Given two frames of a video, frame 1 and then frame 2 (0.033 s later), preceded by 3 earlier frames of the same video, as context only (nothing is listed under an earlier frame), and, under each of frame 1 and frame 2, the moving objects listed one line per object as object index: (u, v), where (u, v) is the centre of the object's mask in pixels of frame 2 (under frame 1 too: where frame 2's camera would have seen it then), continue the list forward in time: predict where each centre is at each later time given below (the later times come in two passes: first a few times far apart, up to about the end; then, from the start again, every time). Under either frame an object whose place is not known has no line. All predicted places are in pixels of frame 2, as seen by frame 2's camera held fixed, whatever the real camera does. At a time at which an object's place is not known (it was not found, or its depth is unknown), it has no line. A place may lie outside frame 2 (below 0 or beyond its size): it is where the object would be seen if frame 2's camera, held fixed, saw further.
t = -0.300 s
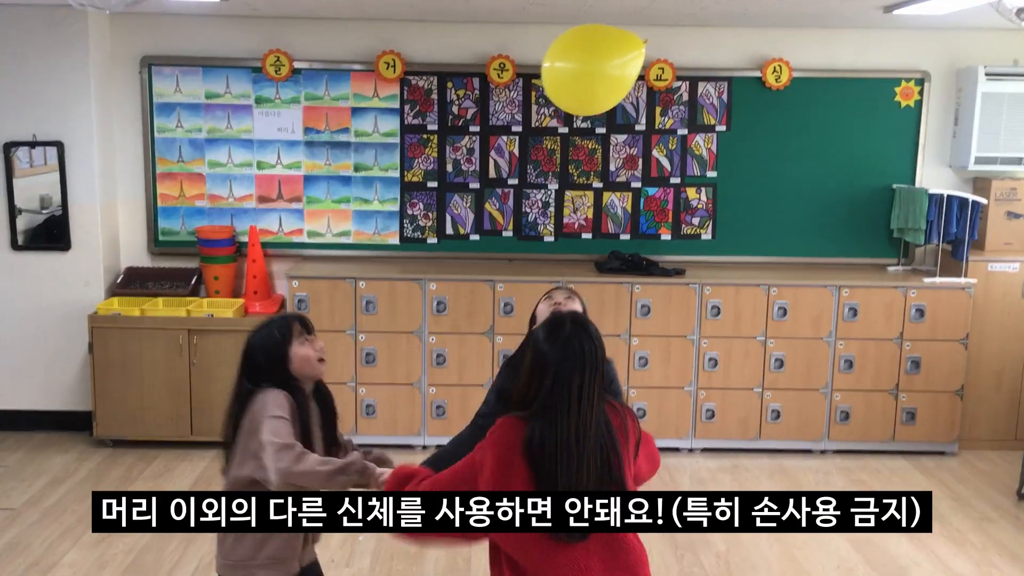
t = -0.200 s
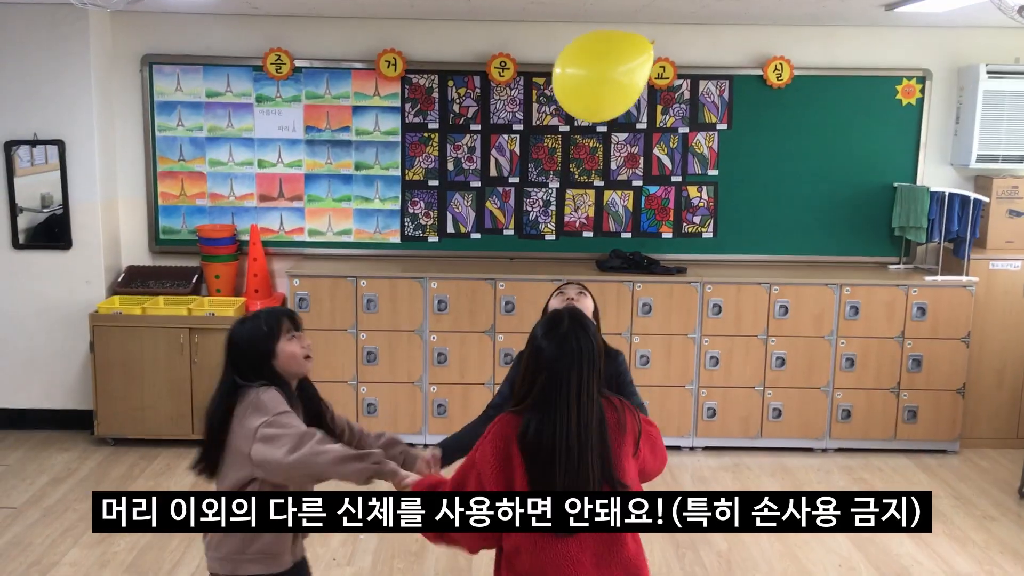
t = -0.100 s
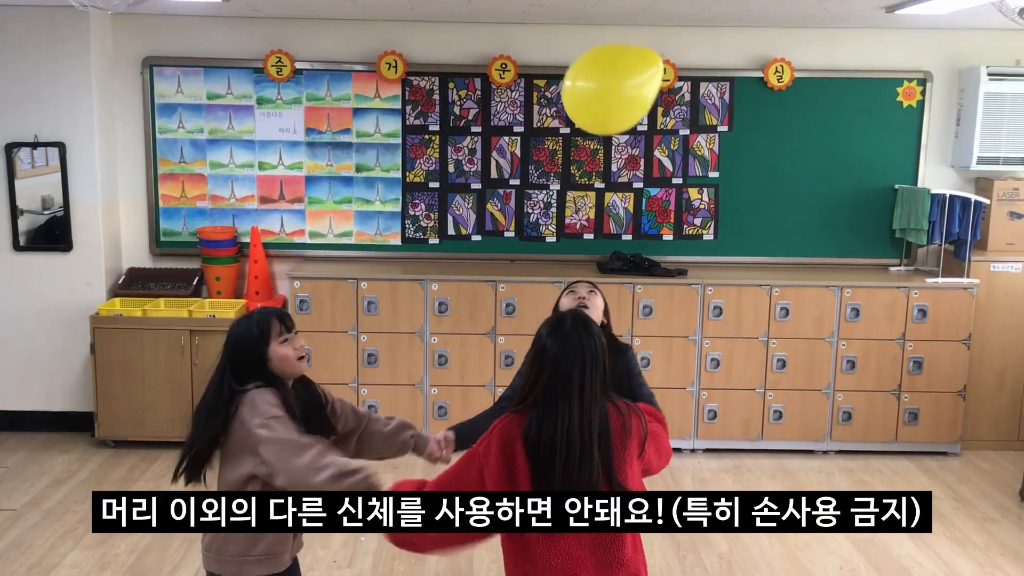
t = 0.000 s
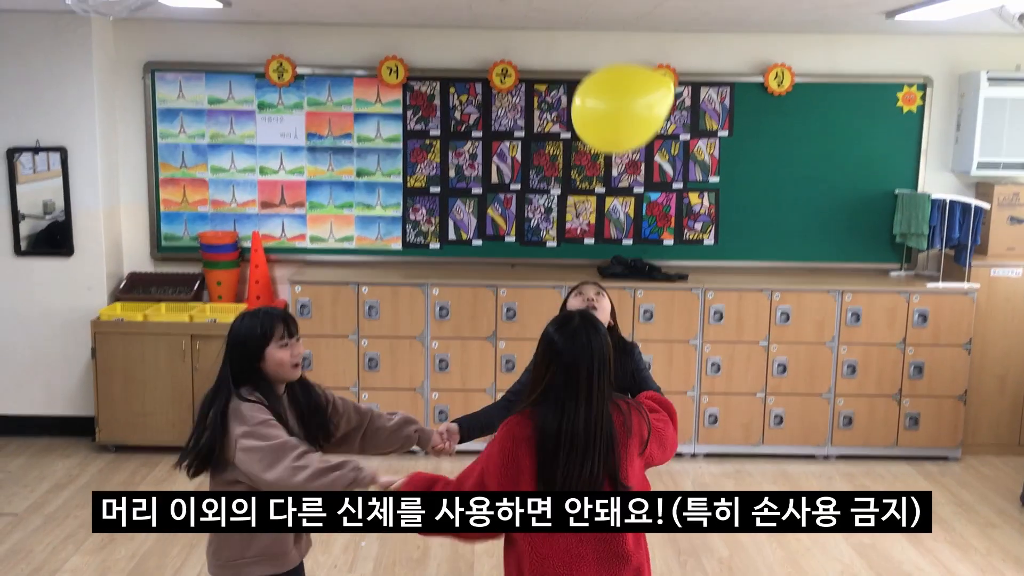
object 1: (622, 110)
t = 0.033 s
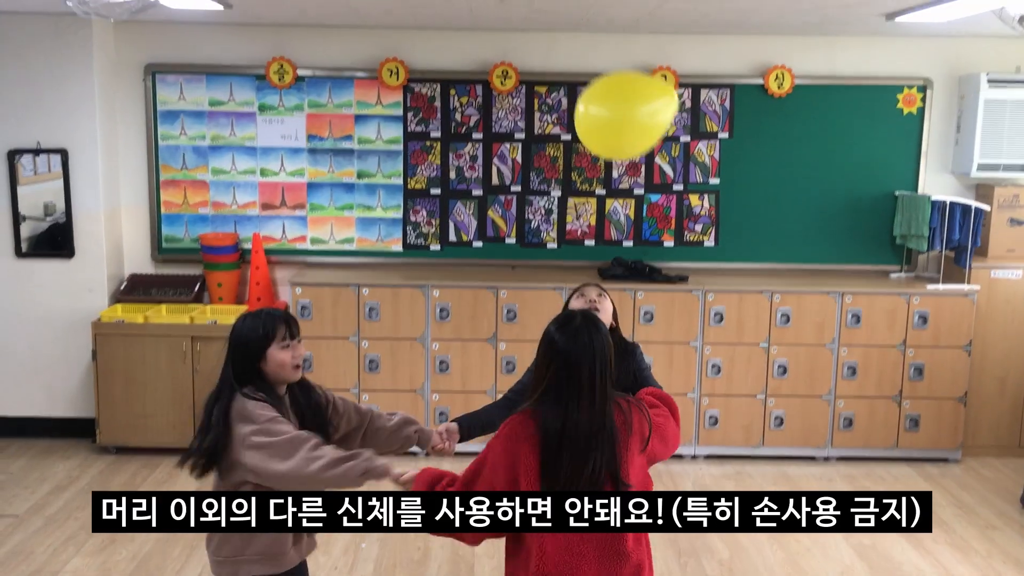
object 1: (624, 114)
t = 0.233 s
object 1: (642, 153)
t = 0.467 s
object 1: (663, 211)
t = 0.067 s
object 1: (628, 120)
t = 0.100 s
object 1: (630, 126)
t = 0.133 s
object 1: (634, 132)
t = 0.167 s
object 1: (636, 139)
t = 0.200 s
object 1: (639, 146)
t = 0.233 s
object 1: (642, 153)
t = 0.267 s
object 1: (645, 160)
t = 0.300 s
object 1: (648, 167)
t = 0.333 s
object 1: (651, 175)
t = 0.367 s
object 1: (654, 184)
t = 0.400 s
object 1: (657, 192)
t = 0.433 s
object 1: (660, 201)
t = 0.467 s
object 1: (663, 211)
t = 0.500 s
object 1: (666, 220)
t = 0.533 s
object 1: (669, 230)
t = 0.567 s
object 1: (671, 240)
